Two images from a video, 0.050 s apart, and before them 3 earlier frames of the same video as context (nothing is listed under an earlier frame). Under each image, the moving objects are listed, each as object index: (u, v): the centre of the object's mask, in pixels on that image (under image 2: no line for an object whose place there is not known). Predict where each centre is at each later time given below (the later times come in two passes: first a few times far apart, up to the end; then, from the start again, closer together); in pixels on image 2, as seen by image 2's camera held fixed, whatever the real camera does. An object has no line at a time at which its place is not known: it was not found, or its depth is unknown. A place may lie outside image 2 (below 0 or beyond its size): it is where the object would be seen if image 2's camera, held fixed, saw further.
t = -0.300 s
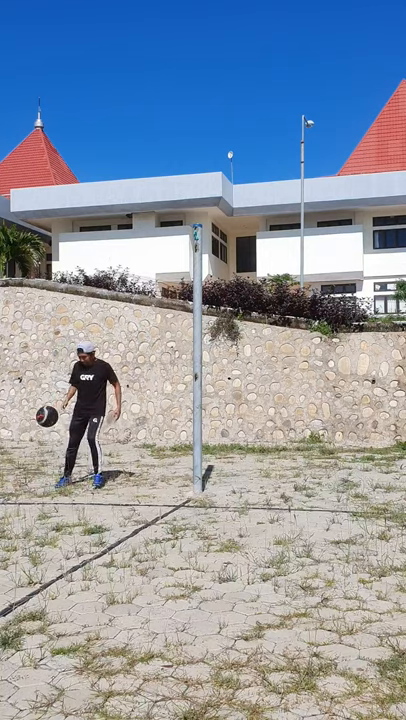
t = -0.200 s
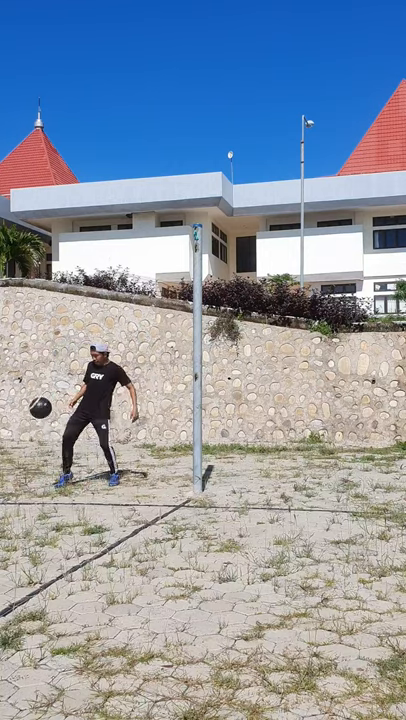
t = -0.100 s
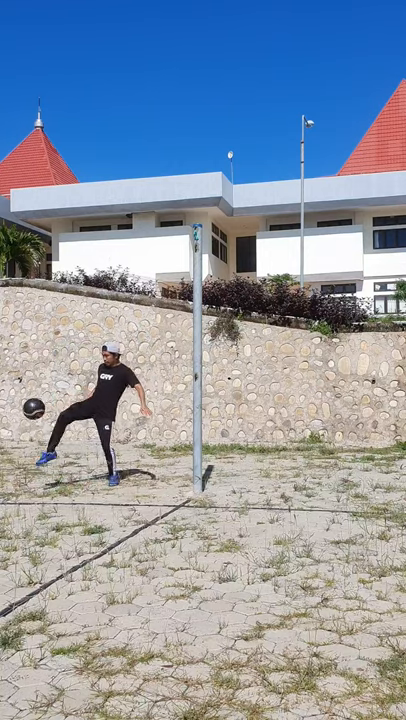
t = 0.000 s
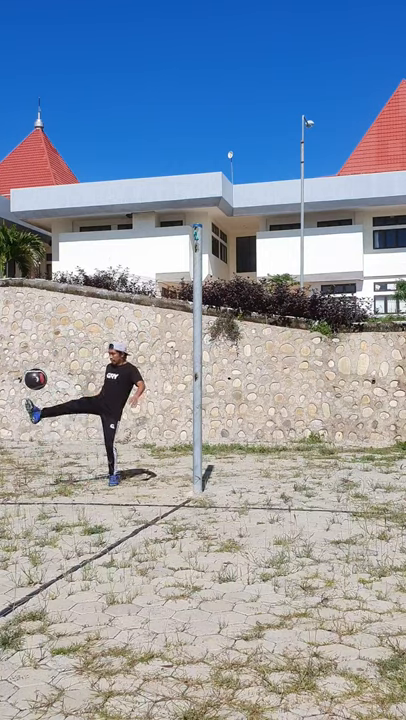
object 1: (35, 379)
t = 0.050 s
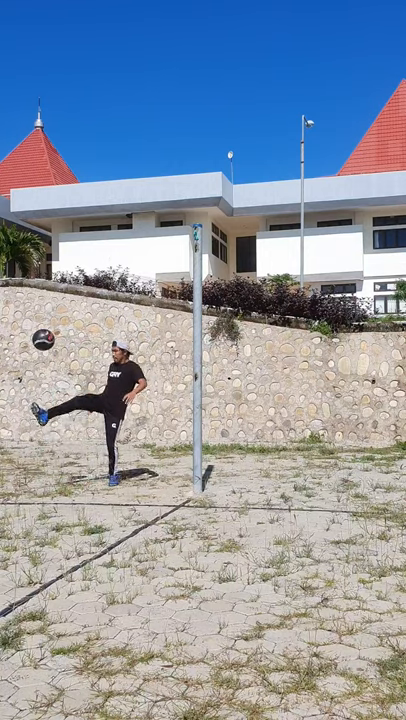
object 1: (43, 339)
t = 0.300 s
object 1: (80, 180)
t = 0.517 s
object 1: (113, 93)
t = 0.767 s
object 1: (151, 50)
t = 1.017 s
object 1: (190, 68)
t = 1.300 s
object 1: (234, 163)
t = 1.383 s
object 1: (247, 207)
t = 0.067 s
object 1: (45, 327)
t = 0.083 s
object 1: (48, 315)
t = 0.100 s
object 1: (50, 303)
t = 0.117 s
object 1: (52, 292)
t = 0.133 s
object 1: (55, 280)
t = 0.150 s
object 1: (58, 269)
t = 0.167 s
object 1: (61, 258)
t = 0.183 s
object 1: (63, 247)
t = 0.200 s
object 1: (65, 237)
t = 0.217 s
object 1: (67, 227)
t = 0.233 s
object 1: (69, 216)
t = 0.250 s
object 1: (72, 207)
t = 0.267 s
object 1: (75, 198)
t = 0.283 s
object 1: (77, 189)
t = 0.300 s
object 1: (80, 180)
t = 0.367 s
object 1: (90, 148)
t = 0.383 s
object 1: (92, 141)
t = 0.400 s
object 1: (95, 134)
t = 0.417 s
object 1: (97, 127)
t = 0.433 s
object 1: (100, 121)
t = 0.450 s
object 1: (102, 115)
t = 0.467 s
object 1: (105, 109)
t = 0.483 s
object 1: (107, 104)
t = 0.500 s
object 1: (110, 98)
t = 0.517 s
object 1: (113, 93)
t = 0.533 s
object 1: (115, 89)
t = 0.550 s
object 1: (117, 84)
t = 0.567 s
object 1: (120, 80)
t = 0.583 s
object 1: (123, 76)
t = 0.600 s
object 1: (125, 72)
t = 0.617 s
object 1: (128, 69)
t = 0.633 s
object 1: (130, 66)
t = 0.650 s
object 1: (133, 63)
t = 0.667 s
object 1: (135, 61)
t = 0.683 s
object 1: (138, 58)
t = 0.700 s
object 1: (140, 56)
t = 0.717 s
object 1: (143, 54)
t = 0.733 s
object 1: (145, 52)
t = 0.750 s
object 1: (148, 51)
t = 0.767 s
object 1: (151, 50)
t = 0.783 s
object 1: (153, 49)
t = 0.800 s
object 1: (156, 49)
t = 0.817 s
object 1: (158, 49)
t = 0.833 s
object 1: (161, 49)
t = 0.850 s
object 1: (164, 49)
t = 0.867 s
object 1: (166, 50)
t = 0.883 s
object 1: (169, 51)
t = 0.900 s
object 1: (171, 52)
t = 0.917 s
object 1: (174, 53)
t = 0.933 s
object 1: (176, 55)
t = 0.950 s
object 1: (179, 57)
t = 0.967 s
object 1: (181, 60)
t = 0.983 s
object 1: (184, 62)
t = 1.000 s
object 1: (187, 65)
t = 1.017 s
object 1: (190, 68)
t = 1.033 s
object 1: (192, 72)
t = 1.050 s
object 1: (194, 75)
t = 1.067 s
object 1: (197, 79)
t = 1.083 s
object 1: (200, 83)
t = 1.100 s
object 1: (203, 87)
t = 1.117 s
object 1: (205, 92)
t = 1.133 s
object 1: (208, 97)
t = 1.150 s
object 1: (211, 103)
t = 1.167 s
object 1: (213, 108)
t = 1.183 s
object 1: (216, 114)
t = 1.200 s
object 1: (218, 121)
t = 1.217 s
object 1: (221, 127)
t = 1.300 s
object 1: (234, 163)
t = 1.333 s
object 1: (240, 180)
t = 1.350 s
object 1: (242, 189)
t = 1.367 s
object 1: (244, 197)
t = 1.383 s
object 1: (247, 207)
